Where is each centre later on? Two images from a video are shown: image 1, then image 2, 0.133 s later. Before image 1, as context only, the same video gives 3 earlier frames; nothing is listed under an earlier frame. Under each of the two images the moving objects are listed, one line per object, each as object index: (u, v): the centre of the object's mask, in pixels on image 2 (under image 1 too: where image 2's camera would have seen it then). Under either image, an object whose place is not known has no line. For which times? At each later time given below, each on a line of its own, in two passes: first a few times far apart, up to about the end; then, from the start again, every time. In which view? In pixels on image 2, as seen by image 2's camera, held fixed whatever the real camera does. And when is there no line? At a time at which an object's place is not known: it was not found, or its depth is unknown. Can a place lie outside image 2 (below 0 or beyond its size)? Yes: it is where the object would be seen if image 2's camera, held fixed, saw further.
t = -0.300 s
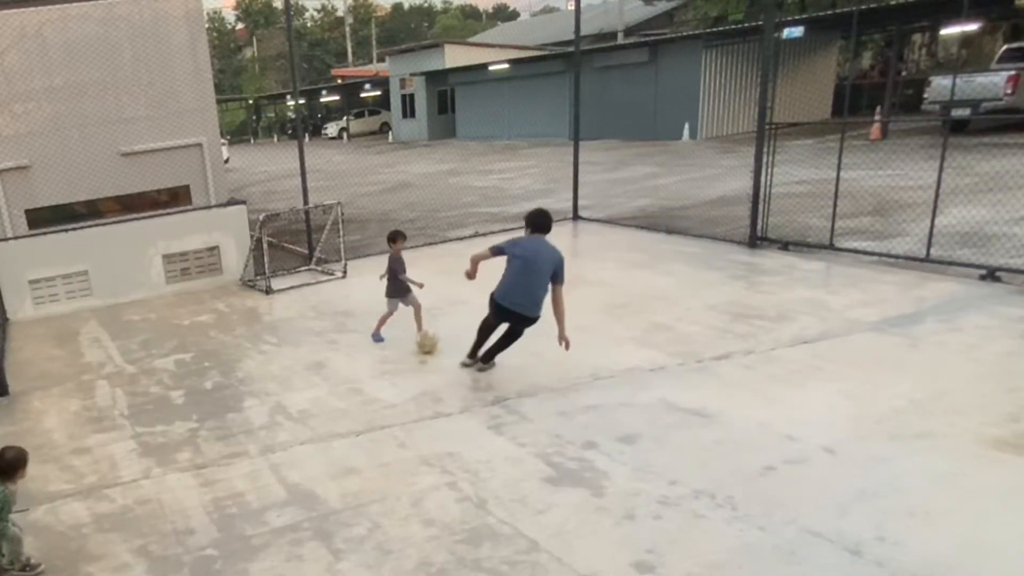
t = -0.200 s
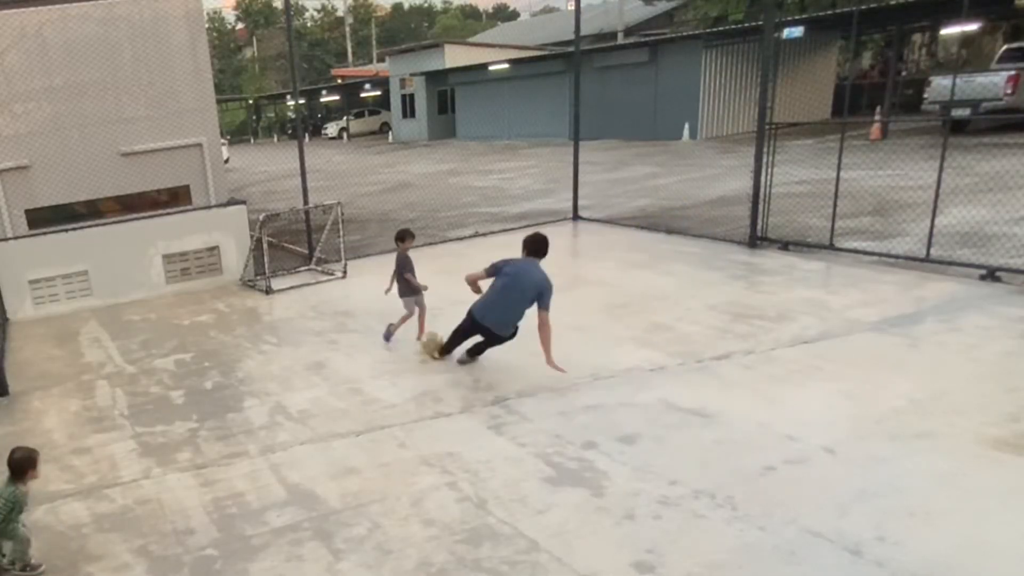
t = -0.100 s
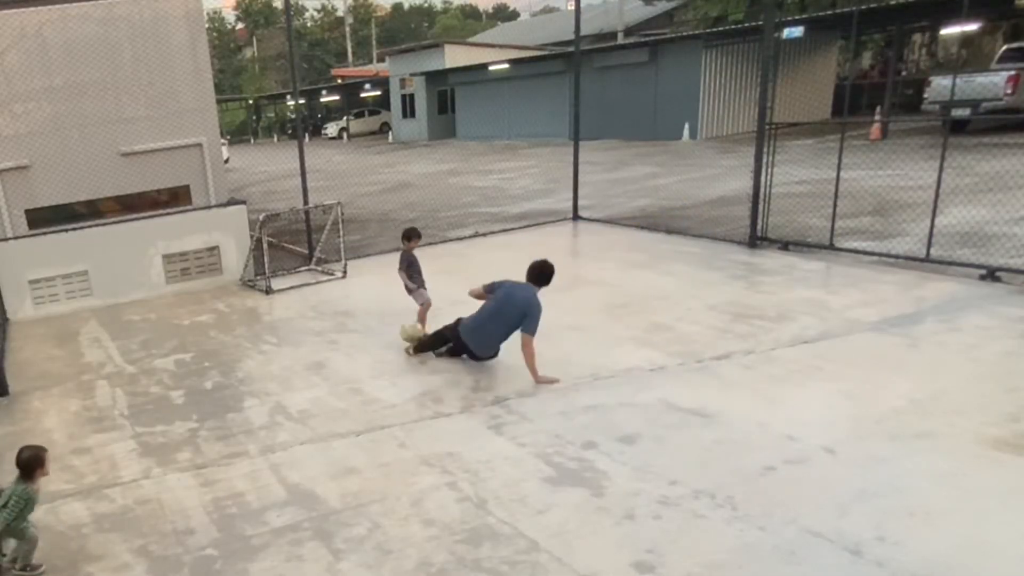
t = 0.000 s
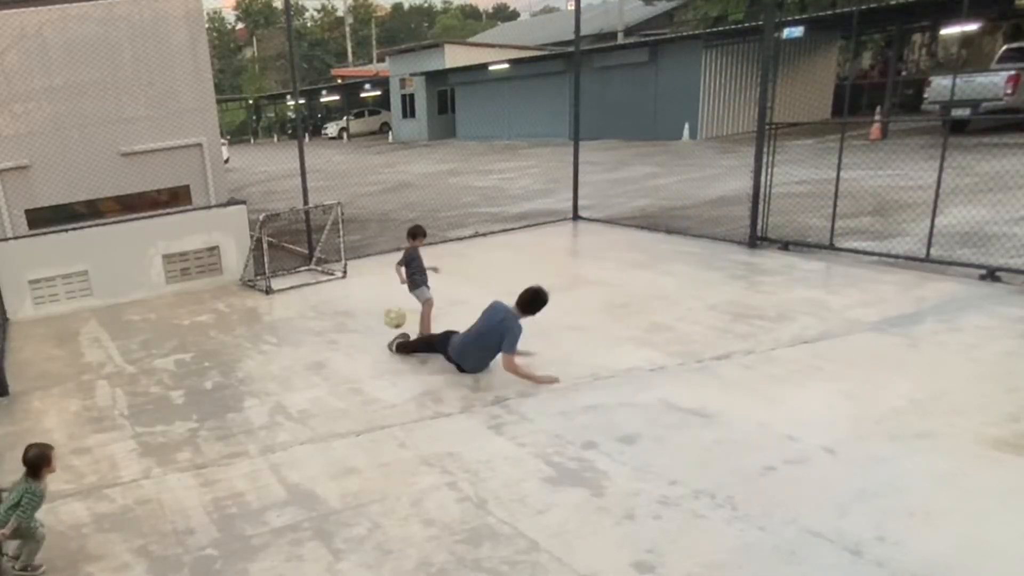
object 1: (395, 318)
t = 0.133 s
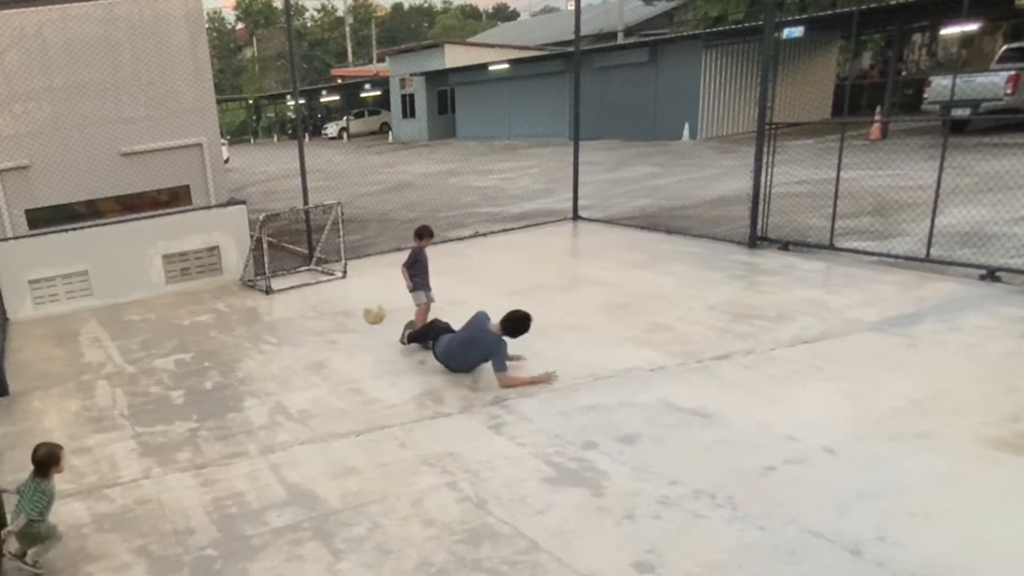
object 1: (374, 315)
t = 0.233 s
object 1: (360, 322)
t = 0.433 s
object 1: (337, 341)
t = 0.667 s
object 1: (326, 350)
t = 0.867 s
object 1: (317, 360)
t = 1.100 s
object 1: (306, 373)
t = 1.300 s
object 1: (297, 386)
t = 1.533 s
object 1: (289, 398)
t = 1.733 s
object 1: (283, 407)
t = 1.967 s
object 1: (275, 418)
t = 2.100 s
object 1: (271, 424)
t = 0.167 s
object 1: (369, 315)
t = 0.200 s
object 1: (364, 317)
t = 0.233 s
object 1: (360, 322)
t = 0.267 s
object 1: (355, 327)
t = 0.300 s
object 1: (350, 333)
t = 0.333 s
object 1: (346, 339)
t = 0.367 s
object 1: (342, 347)
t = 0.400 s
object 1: (340, 345)
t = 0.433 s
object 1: (337, 341)
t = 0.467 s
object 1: (335, 339)
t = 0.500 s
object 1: (334, 337)
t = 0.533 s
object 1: (332, 337)
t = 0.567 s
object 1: (330, 339)
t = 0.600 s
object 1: (329, 342)
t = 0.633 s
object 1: (328, 345)
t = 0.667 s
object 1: (326, 350)
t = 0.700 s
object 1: (325, 357)
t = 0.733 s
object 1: (323, 362)
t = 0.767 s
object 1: (321, 360)
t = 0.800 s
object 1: (319, 358)
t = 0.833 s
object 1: (318, 359)
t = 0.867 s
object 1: (317, 360)
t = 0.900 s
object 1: (315, 361)
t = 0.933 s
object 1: (314, 366)
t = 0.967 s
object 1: (313, 370)
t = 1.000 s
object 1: (311, 373)
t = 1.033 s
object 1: (309, 372)
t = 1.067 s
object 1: (308, 372)
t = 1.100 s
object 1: (306, 373)
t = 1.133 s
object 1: (304, 377)
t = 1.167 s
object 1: (304, 379)
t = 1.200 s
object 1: (302, 383)
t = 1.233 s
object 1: (301, 383)
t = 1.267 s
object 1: (299, 383)
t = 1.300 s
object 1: (297, 386)
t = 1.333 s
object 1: (296, 389)
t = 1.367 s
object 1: (295, 389)
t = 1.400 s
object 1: (293, 391)
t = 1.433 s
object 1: (292, 393)
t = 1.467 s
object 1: (291, 394)
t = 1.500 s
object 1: (290, 395)
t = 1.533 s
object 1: (289, 398)
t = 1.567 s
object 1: (287, 398)
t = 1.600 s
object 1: (286, 401)
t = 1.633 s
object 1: (285, 402)
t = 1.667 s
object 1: (284, 404)
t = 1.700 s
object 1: (284, 406)
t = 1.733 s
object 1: (283, 407)
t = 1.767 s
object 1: (281, 409)
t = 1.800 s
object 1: (280, 410)
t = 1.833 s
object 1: (279, 411)
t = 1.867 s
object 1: (278, 413)
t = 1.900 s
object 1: (277, 415)
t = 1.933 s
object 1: (276, 416)
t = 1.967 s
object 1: (275, 418)
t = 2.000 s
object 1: (275, 418)
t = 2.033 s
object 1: (273, 421)
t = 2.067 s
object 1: (273, 422)
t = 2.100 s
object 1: (271, 424)
